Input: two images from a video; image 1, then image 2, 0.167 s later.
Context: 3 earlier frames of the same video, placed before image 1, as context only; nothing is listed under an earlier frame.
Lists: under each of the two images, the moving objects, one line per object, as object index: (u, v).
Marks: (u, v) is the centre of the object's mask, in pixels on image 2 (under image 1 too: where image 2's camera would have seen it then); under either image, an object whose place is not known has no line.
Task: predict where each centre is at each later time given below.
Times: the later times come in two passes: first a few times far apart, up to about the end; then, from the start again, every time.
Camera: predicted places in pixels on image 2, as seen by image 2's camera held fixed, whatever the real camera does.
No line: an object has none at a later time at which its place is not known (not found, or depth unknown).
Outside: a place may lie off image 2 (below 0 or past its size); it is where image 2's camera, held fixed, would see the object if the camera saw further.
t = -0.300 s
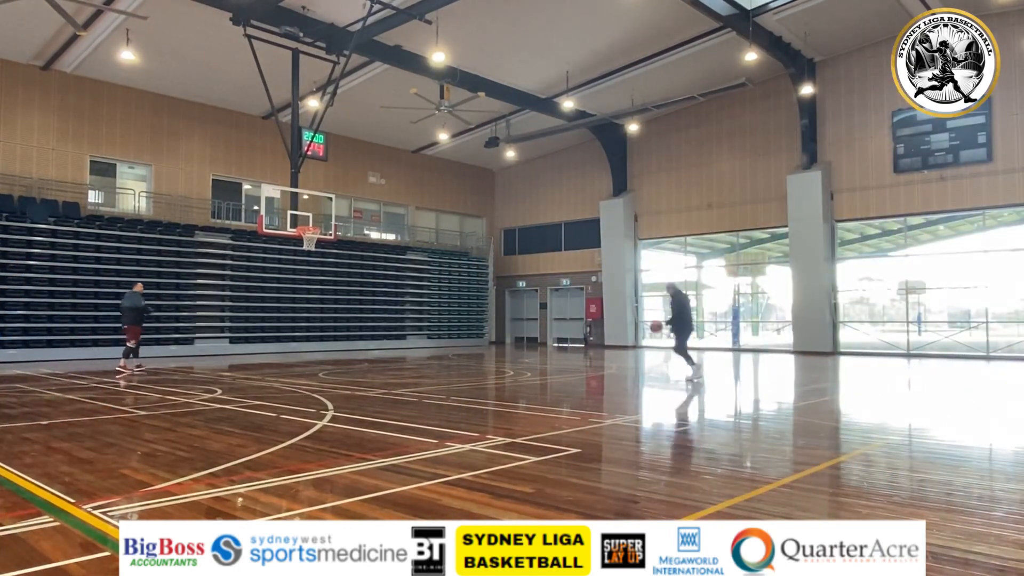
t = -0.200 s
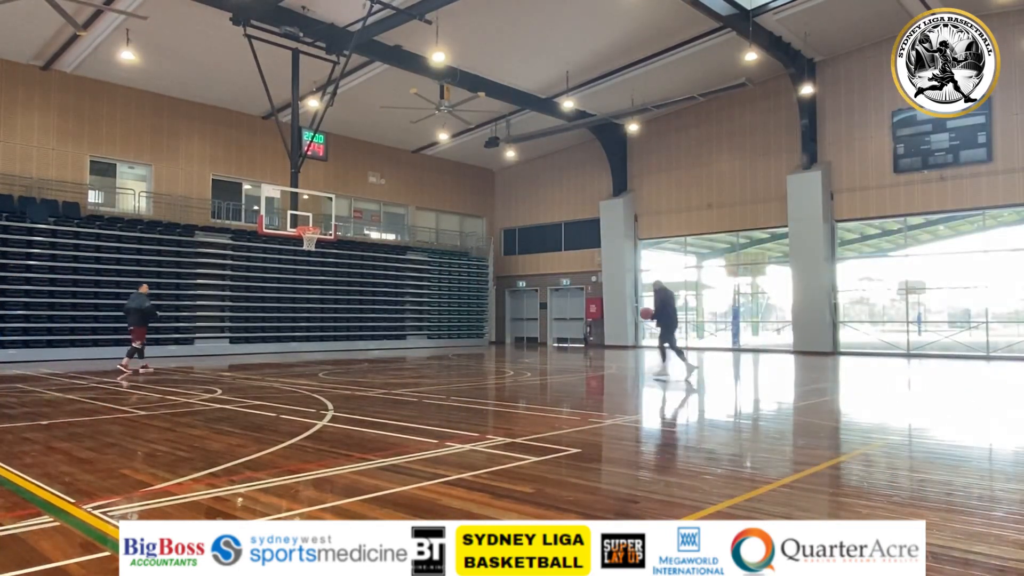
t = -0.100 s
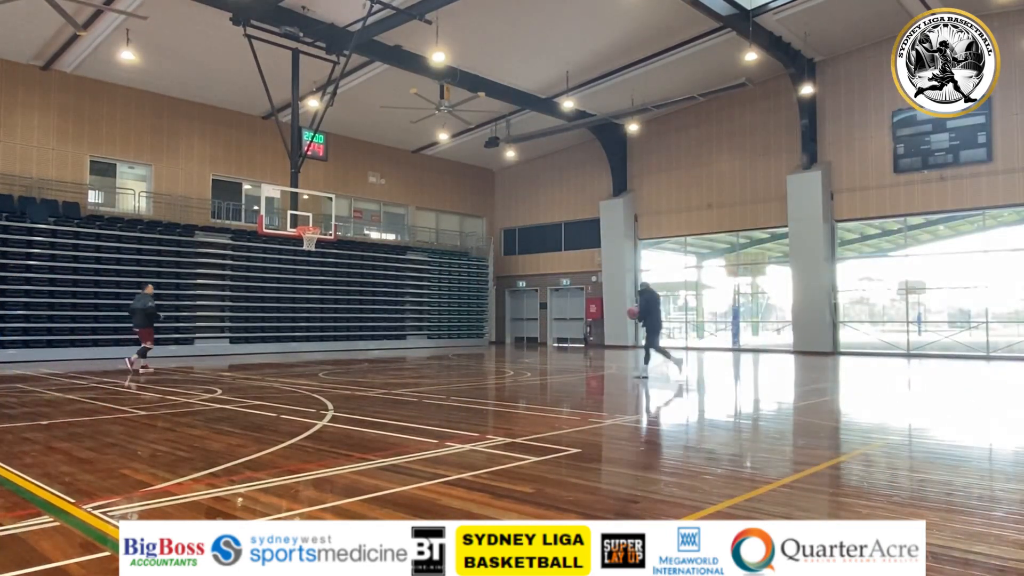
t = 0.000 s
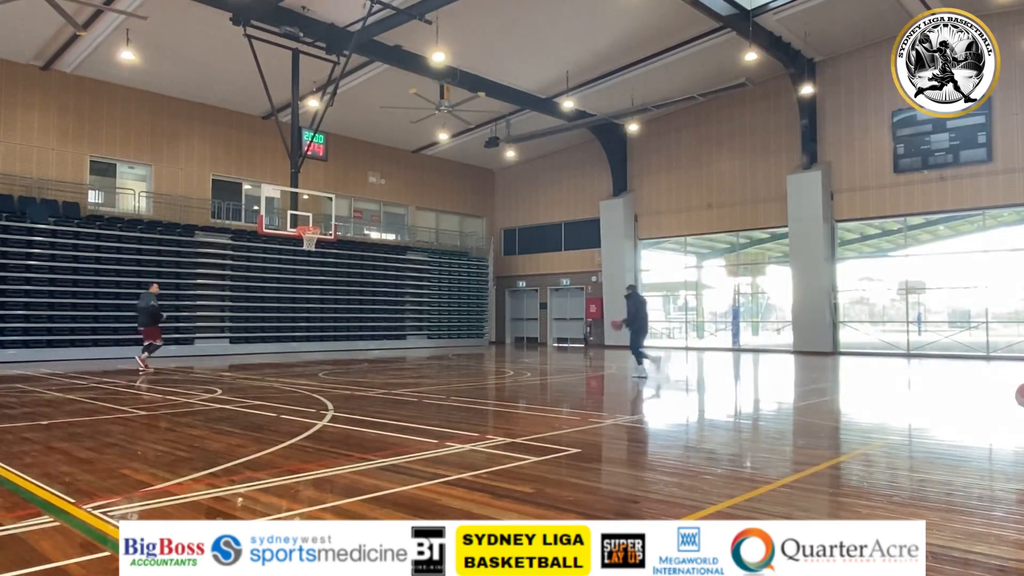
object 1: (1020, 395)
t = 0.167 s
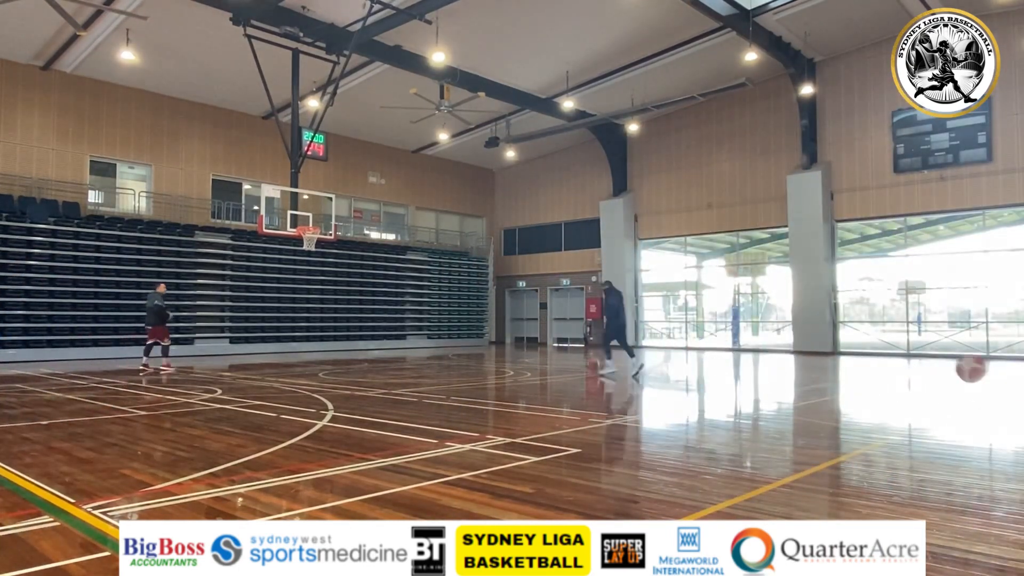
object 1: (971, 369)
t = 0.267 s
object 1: (938, 369)
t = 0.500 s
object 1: (867, 418)
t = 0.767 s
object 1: (794, 380)
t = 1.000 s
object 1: (736, 401)
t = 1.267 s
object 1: (677, 384)
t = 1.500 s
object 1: (628, 404)
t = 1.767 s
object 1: (581, 390)
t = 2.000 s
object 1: (540, 389)
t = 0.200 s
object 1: (960, 368)
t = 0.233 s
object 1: (949, 368)
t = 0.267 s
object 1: (938, 369)
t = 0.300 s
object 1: (927, 373)
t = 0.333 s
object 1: (916, 377)
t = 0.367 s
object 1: (907, 383)
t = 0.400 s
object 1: (897, 390)
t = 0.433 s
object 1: (886, 398)
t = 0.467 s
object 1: (876, 407)
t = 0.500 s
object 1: (867, 418)
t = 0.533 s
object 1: (857, 417)
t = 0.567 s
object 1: (846, 408)
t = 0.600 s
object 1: (837, 399)
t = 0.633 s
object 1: (828, 393)
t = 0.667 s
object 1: (819, 388)
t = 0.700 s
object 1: (810, 384)
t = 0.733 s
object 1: (803, 381)
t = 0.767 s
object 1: (794, 380)
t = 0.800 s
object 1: (785, 379)
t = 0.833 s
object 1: (776, 380)
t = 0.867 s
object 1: (767, 382)
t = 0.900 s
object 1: (759, 385)
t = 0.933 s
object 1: (751, 389)
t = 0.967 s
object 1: (744, 395)
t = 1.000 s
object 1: (736, 401)
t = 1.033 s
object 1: (728, 409)
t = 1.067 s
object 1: (720, 408)
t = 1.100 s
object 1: (712, 401)
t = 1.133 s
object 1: (705, 394)
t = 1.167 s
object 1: (698, 390)
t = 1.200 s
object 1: (691, 387)
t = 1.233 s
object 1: (684, 385)
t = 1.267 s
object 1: (677, 384)
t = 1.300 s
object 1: (669, 384)
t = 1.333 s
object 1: (663, 385)
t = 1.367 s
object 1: (656, 387)
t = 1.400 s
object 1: (649, 390)
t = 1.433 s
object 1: (642, 395)
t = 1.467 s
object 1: (636, 401)
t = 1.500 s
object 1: (628, 404)
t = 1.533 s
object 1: (623, 399)
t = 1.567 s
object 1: (617, 395)
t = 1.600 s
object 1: (611, 391)
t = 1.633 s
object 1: (604, 389)
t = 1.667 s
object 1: (598, 387)
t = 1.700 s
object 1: (593, 388)
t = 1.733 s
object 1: (587, 389)
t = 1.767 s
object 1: (581, 390)
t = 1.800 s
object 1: (575, 393)
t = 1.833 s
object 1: (569, 398)
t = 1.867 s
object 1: (563, 398)
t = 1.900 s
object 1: (557, 394)
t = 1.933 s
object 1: (551, 392)
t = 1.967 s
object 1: (546, 390)
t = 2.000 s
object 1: (540, 389)
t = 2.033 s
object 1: (535, 390)
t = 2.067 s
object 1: (530, 390)
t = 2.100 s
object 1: (525, 392)
